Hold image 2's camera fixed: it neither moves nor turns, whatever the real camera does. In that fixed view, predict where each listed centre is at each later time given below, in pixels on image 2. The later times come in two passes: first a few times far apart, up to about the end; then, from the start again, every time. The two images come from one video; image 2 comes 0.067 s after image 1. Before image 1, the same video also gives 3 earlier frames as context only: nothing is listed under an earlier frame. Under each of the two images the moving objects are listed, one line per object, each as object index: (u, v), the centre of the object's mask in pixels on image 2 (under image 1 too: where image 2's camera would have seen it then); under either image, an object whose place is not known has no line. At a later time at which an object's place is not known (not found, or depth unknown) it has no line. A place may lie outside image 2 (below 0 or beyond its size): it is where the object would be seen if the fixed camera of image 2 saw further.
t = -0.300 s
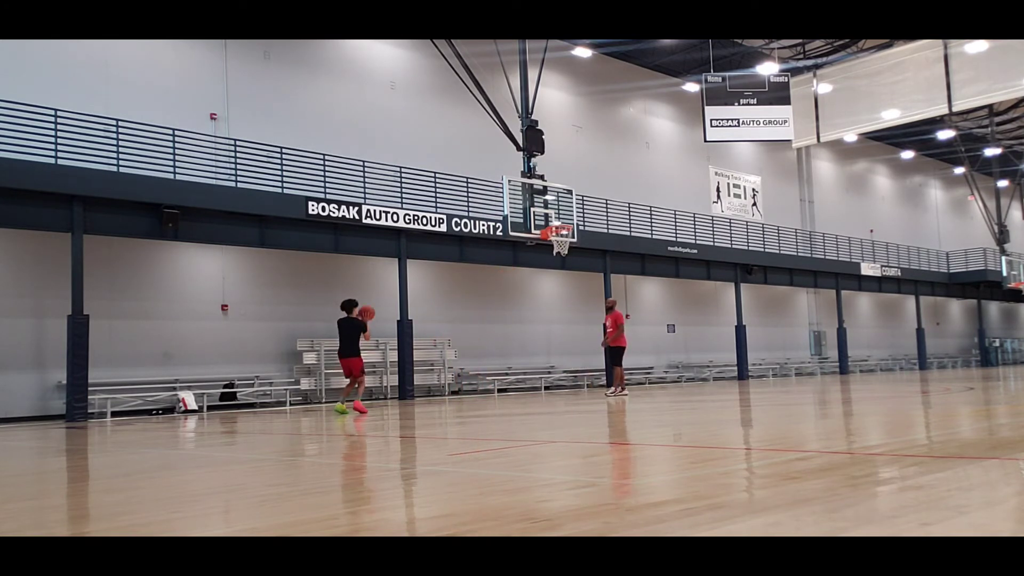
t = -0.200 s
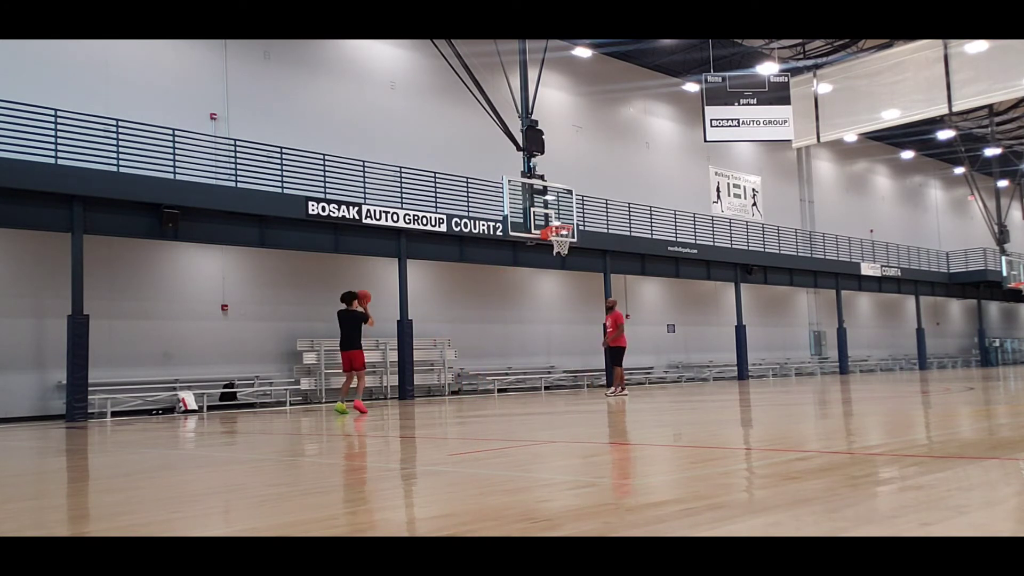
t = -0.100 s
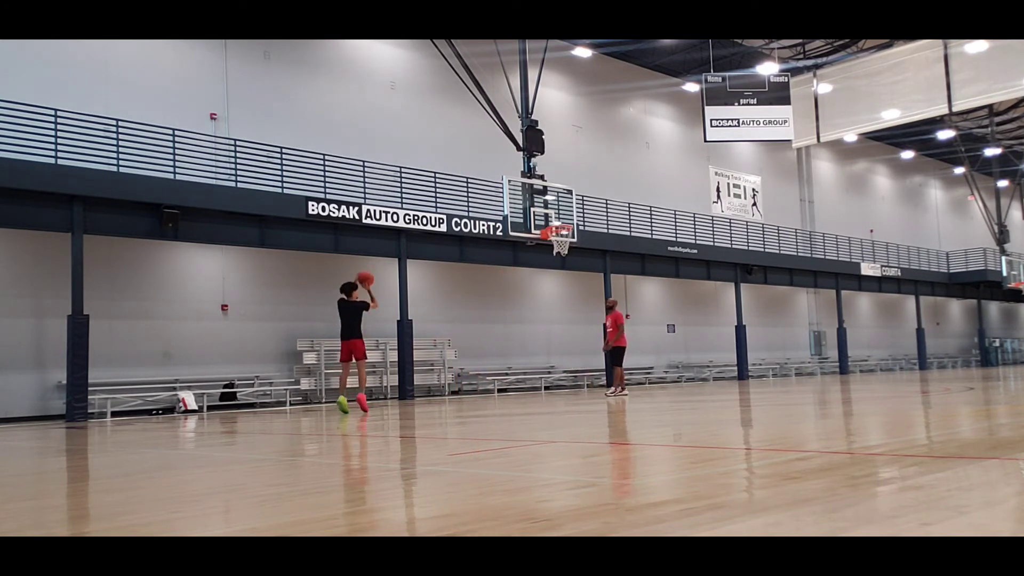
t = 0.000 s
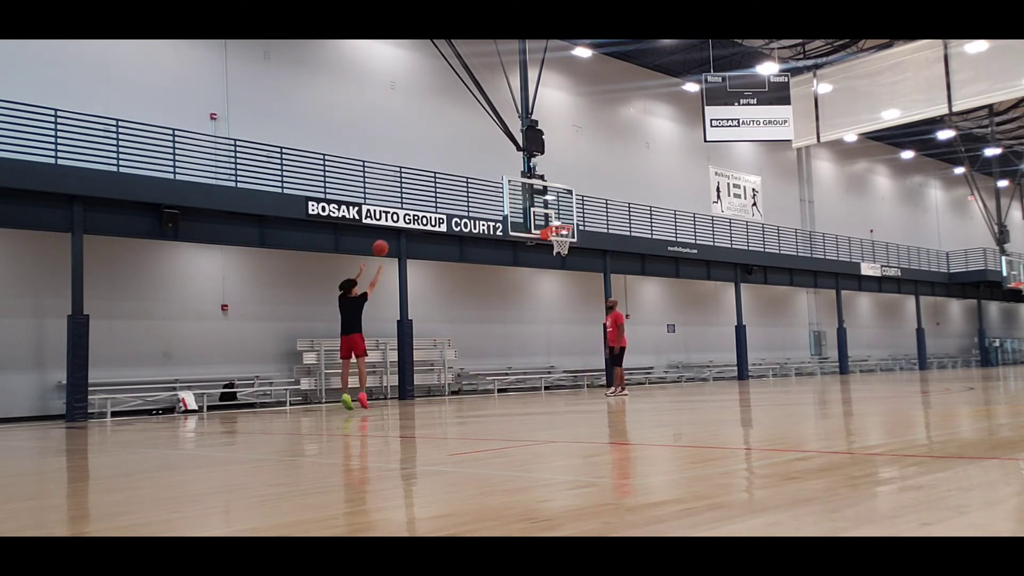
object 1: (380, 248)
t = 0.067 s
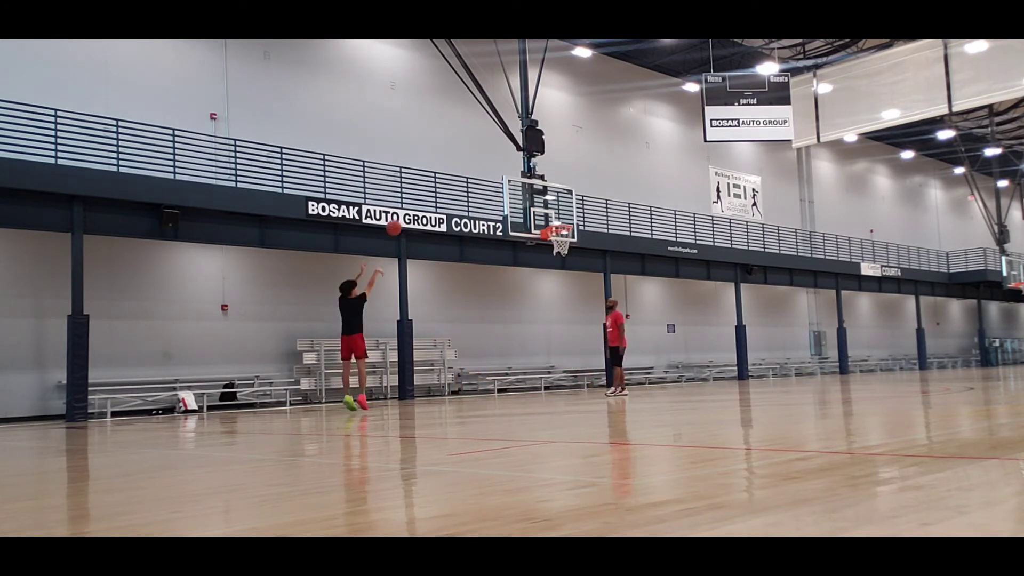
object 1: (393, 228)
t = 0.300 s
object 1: (439, 180)
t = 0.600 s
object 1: (494, 169)
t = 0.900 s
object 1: (544, 207)
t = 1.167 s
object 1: (569, 246)
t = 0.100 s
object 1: (400, 218)
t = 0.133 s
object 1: (407, 210)
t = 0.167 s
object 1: (414, 202)
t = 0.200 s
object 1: (420, 195)
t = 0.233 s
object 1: (427, 190)
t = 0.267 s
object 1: (433, 185)
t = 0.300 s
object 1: (439, 180)
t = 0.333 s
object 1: (446, 176)
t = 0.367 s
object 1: (452, 173)
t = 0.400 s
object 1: (458, 170)
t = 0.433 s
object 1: (464, 169)
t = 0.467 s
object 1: (470, 167)
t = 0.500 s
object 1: (476, 167)
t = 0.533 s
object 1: (482, 167)
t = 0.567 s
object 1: (488, 168)
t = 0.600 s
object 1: (494, 169)
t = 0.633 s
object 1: (499, 171)
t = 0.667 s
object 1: (505, 174)
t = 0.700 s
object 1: (511, 177)
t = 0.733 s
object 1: (516, 181)
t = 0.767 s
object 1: (522, 185)
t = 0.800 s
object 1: (528, 190)
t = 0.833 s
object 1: (533, 195)
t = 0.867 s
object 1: (539, 201)
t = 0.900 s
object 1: (544, 207)
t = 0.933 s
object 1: (549, 215)
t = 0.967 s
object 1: (554, 221)
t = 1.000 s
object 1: (558, 232)
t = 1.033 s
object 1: (566, 237)
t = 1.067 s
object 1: (569, 245)
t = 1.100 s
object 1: (568, 245)
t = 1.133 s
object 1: (568, 245)
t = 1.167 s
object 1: (569, 246)
